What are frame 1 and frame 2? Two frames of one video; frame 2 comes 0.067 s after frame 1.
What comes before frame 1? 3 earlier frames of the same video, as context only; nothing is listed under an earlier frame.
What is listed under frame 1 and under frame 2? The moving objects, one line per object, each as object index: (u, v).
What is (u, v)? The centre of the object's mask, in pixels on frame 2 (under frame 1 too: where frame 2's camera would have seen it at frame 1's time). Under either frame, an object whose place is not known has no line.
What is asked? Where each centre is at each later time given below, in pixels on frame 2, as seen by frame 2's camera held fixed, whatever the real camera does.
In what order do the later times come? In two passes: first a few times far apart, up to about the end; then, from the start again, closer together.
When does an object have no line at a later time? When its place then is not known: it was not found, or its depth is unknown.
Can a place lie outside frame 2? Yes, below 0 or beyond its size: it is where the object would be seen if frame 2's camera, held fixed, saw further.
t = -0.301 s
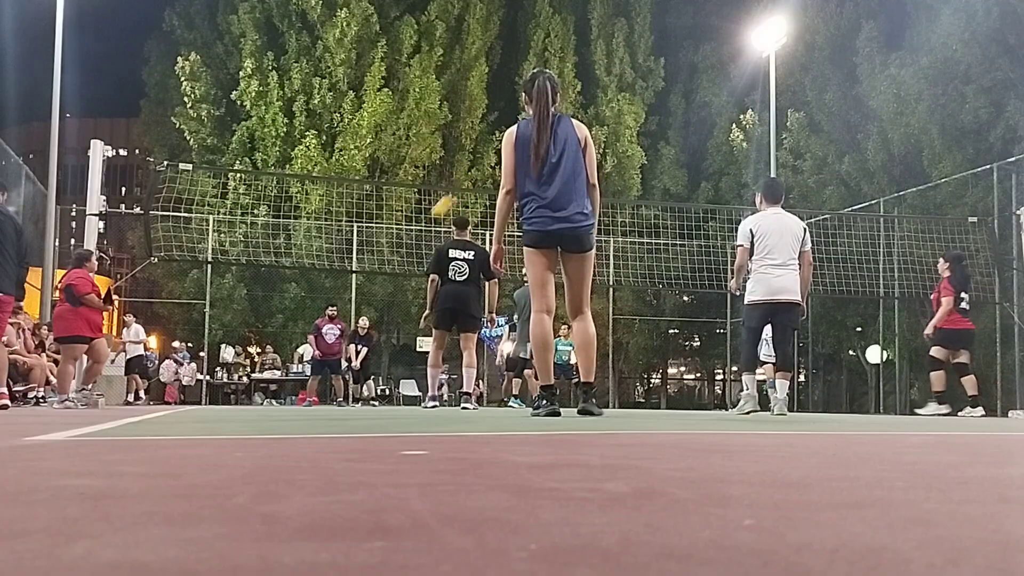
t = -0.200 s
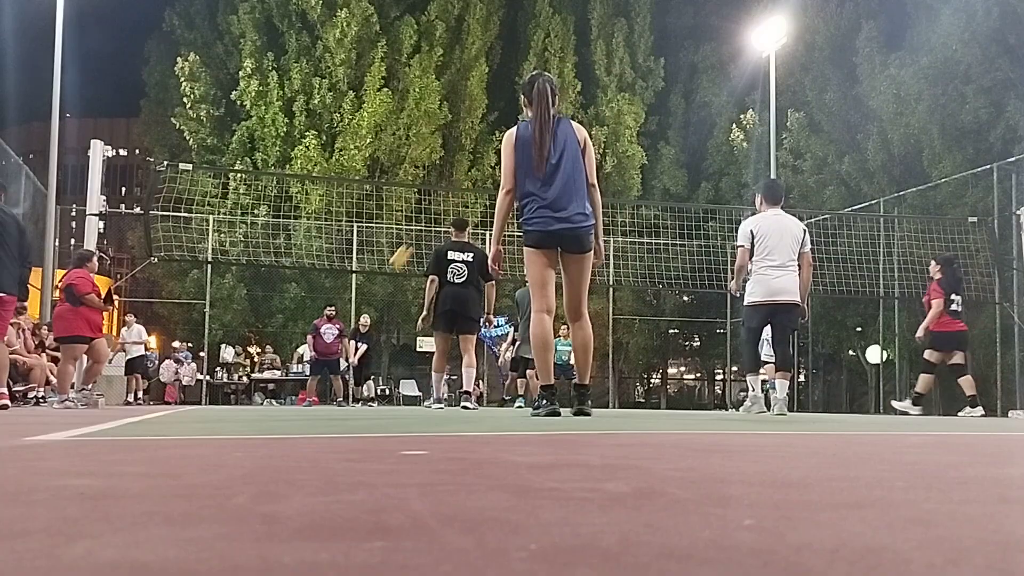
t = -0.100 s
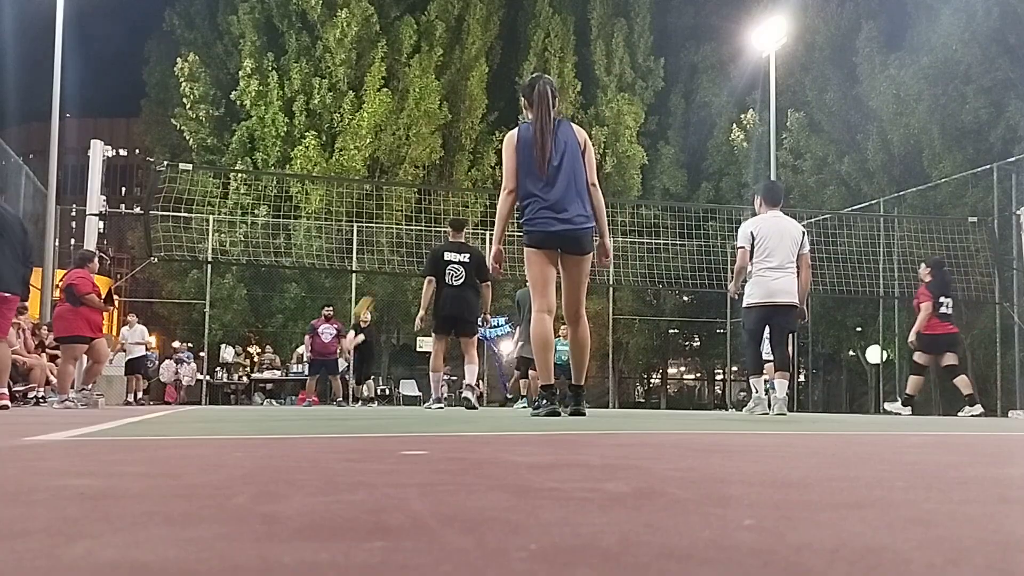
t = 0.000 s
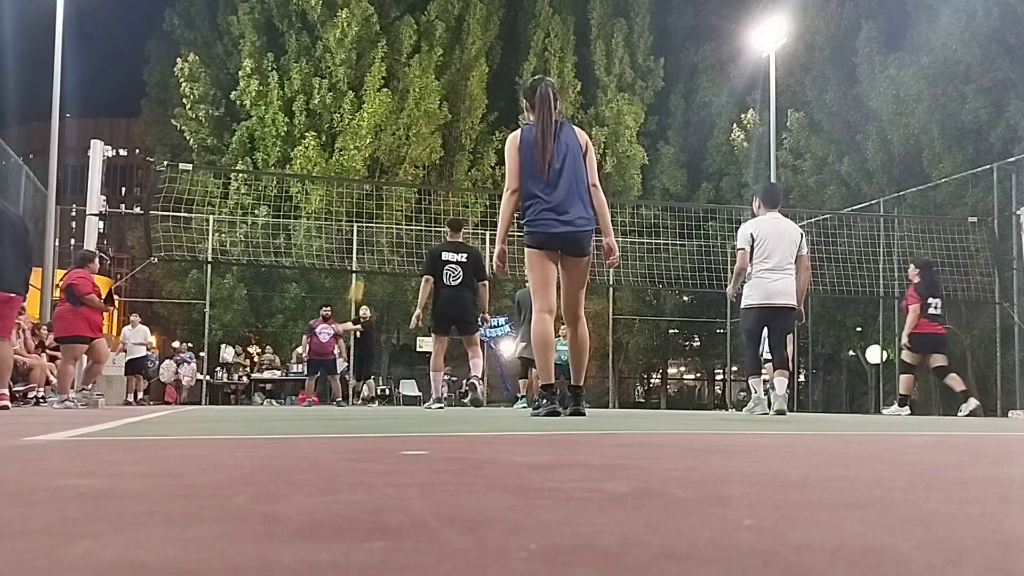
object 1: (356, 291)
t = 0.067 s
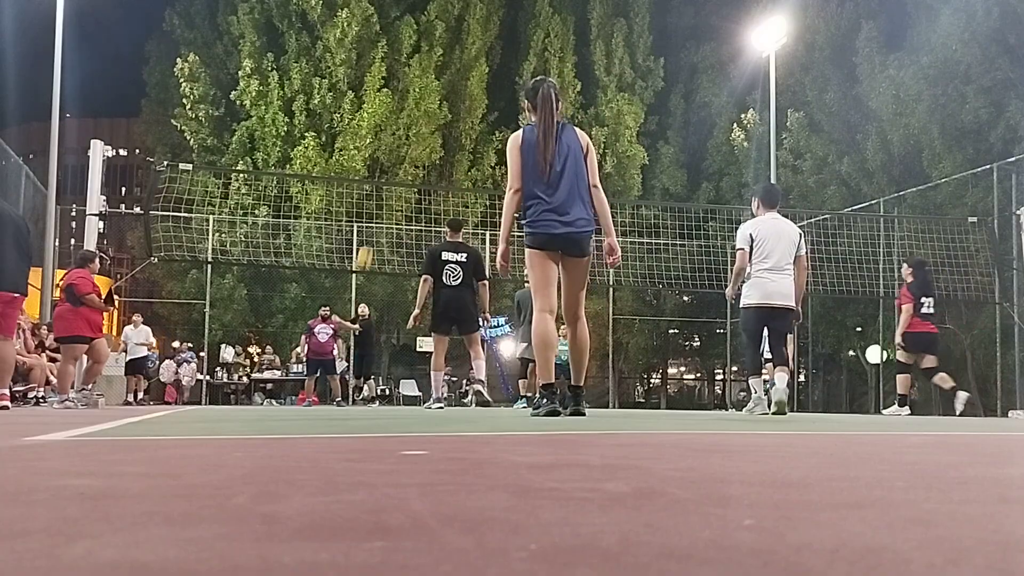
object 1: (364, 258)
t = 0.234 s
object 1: (386, 178)
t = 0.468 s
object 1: (415, 101)
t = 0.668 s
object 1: (443, 57)
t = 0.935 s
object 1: (483, 41)
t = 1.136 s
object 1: (514, 61)
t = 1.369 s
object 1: (554, 125)
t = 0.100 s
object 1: (368, 240)
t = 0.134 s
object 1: (373, 224)
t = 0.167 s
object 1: (376, 209)
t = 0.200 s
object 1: (381, 195)
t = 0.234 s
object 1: (386, 178)
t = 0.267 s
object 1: (390, 167)
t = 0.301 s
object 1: (394, 155)
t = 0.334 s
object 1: (398, 142)
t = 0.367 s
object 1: (402, 130)
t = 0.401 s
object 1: (407, 120)
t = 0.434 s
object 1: (411, 110)
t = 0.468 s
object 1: (415, 101)
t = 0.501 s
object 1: (420, 91)
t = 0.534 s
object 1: (425, 83)
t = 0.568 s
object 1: (429, 75)
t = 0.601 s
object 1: (434, 69)
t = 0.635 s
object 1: (439, 62)
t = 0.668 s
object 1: (443, 57)
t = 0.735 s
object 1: (453, 49)
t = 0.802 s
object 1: (463, 43)
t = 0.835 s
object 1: (468, 41)
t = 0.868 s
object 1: (473, 40)
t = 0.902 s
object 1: (478, 39)
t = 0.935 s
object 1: (483, 41)
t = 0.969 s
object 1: (488, 42)
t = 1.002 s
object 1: (494, 44)
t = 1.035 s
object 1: (499, 47)
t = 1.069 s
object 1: (504, 51)
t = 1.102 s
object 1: (509, 56)
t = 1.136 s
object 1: (514, 61)
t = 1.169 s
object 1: (520, 68)
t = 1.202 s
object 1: (525, 75)
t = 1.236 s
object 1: (531, 83)
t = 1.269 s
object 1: (537, 93)
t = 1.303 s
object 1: (543, 103)
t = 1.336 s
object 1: (548, 115)
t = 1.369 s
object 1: (554, 125)
